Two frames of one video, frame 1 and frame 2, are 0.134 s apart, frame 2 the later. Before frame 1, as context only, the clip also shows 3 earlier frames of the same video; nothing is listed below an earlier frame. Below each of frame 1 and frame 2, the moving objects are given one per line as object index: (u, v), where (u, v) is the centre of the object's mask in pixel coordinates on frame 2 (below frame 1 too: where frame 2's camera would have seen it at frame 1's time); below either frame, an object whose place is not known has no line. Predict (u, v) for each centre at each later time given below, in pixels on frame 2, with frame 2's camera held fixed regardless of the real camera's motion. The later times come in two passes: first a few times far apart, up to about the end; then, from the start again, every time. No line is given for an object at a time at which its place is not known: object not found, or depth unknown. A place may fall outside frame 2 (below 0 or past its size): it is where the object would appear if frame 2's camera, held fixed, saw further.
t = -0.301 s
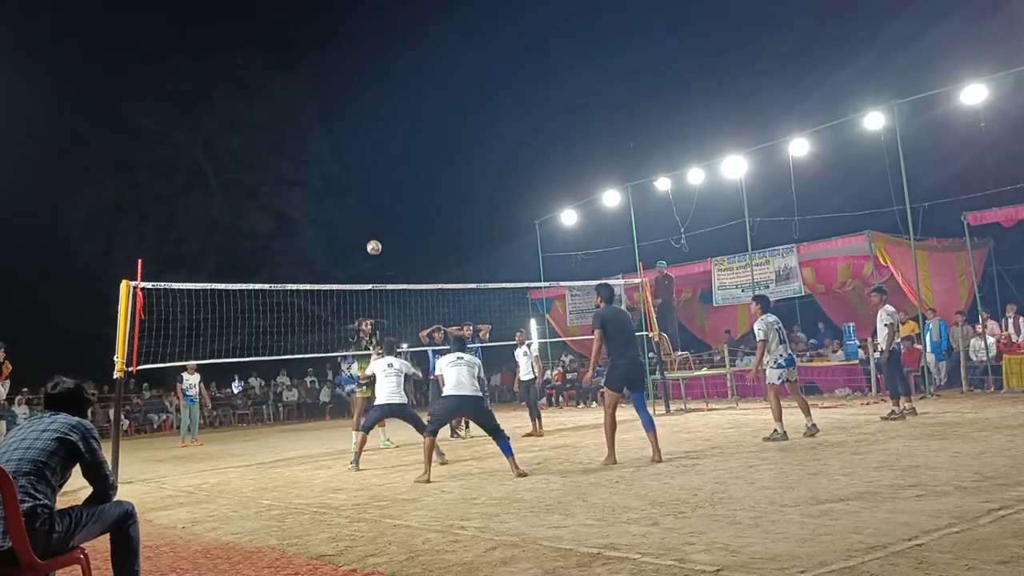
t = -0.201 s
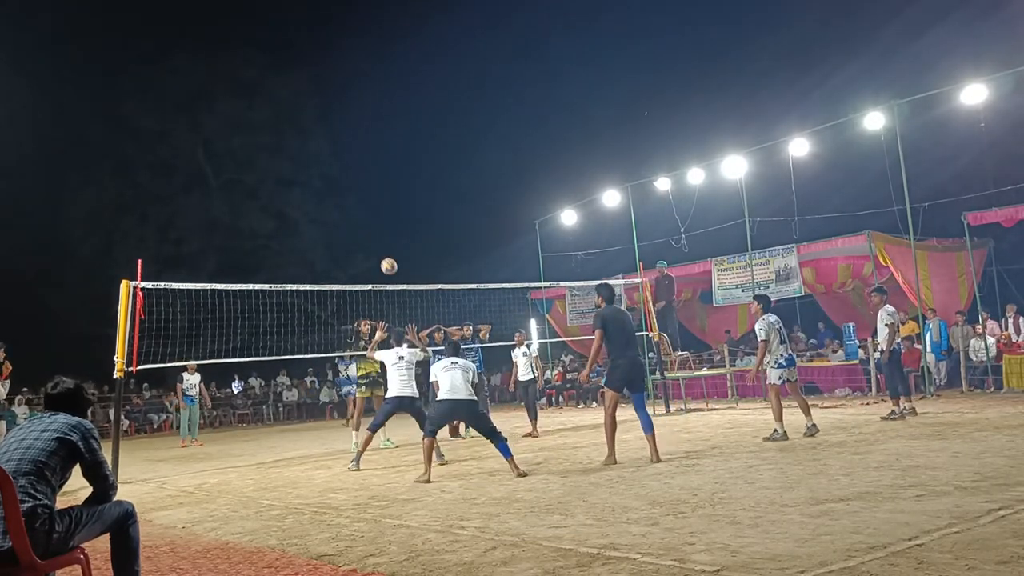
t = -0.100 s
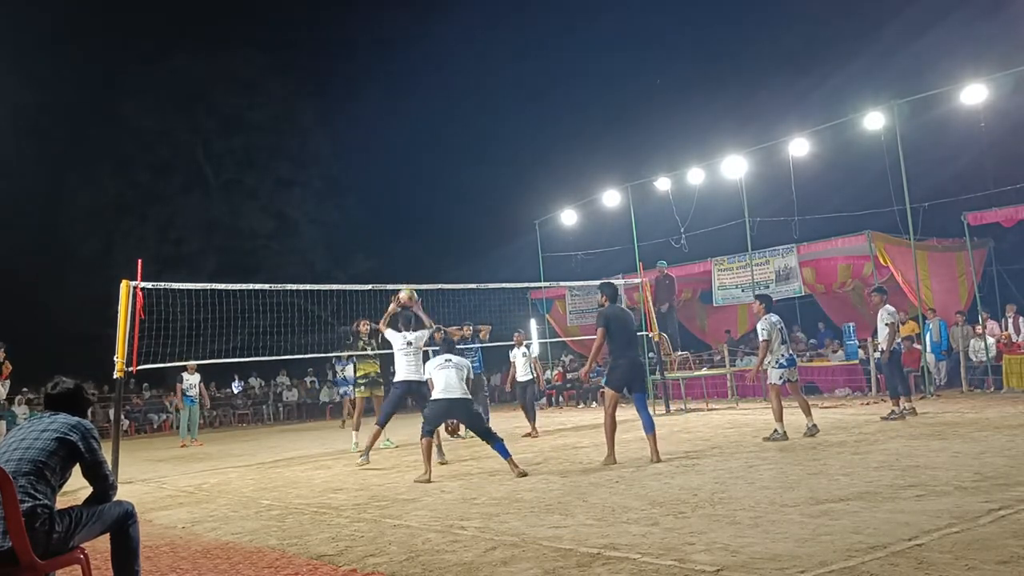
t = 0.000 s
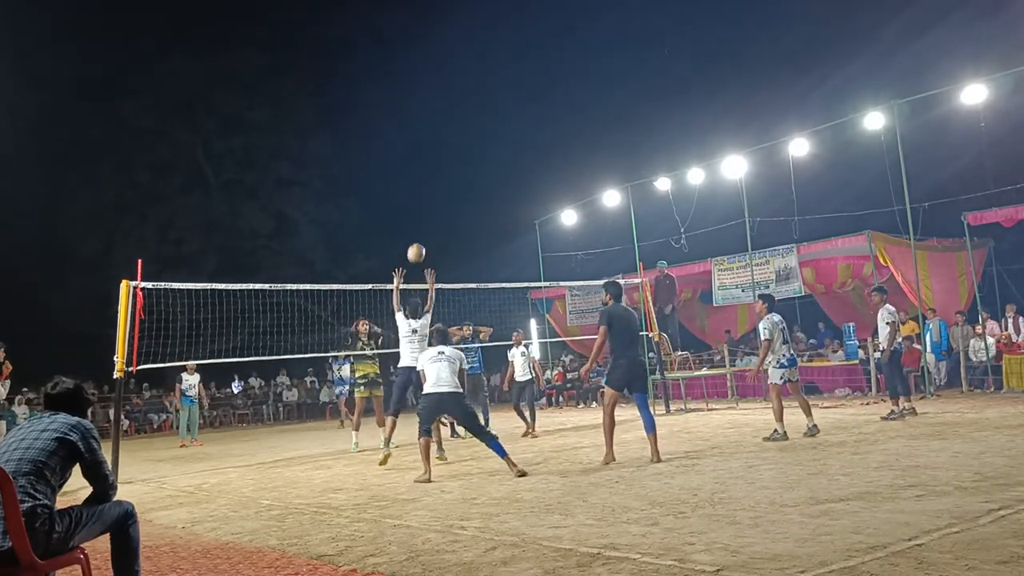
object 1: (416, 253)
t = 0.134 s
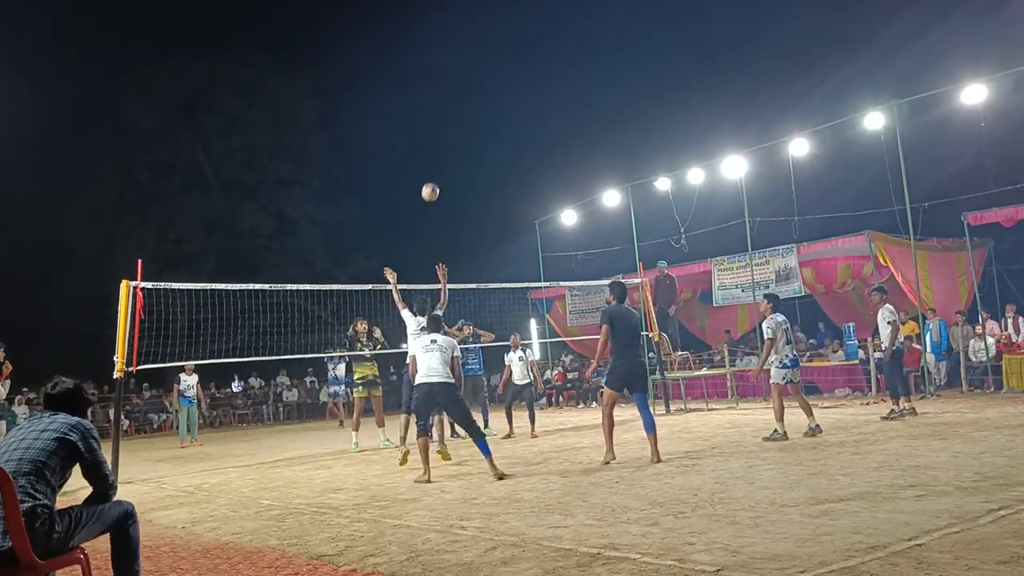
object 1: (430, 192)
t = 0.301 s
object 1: (448, 140)
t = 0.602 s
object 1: (480, 102)
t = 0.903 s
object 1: (513, 128)
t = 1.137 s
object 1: (539, 187)
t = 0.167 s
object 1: (433, 180)
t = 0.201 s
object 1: (437, 169)
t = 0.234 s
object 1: (441, 158)
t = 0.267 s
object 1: (444, 148)
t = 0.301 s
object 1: (448, 140)
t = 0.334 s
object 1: (451, 132)
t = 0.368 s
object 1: (455, 125)
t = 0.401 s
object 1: (458, 120)
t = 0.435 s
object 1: (462, 115)
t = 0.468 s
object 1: (466, 111)
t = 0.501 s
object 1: (469, 107)
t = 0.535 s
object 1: (473, 105)
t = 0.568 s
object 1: (476, 103)
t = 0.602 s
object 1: (480, 102)
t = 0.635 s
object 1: (483, 102)
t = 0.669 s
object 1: (487, 103)
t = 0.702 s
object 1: (490, 104)
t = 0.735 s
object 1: (494, 107)
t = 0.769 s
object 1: (498, 110)
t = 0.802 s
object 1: (501, 113)
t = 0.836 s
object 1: (505, 118)
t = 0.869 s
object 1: (509, 123)
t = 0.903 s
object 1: (513, 128)
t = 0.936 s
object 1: (516, 135)
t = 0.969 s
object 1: (520, 142)
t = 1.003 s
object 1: (524, 149)
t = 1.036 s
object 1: (528, 158)
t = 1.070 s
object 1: (532, 167)
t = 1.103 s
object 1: (535, 176)
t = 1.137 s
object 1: (539, 187)
